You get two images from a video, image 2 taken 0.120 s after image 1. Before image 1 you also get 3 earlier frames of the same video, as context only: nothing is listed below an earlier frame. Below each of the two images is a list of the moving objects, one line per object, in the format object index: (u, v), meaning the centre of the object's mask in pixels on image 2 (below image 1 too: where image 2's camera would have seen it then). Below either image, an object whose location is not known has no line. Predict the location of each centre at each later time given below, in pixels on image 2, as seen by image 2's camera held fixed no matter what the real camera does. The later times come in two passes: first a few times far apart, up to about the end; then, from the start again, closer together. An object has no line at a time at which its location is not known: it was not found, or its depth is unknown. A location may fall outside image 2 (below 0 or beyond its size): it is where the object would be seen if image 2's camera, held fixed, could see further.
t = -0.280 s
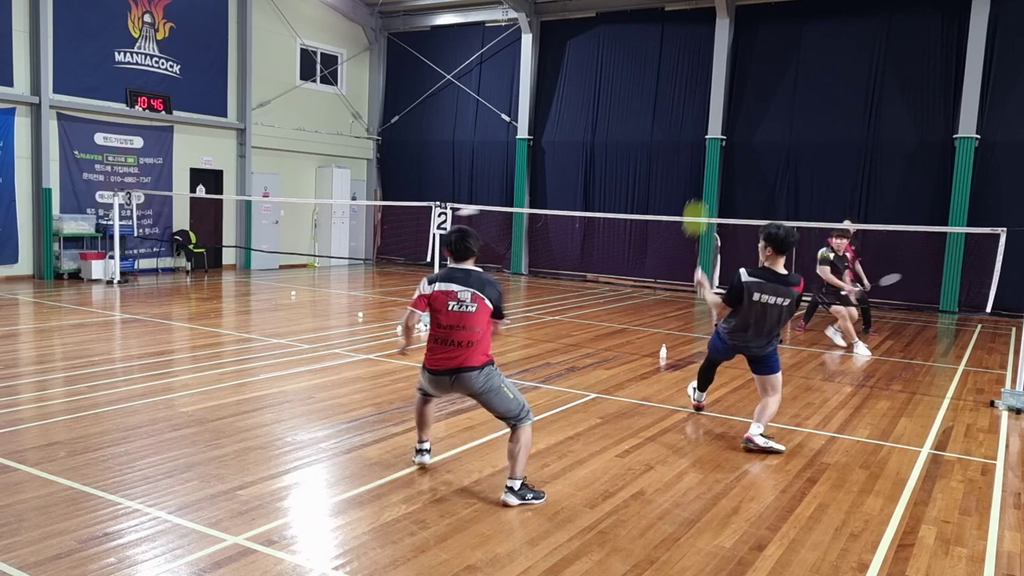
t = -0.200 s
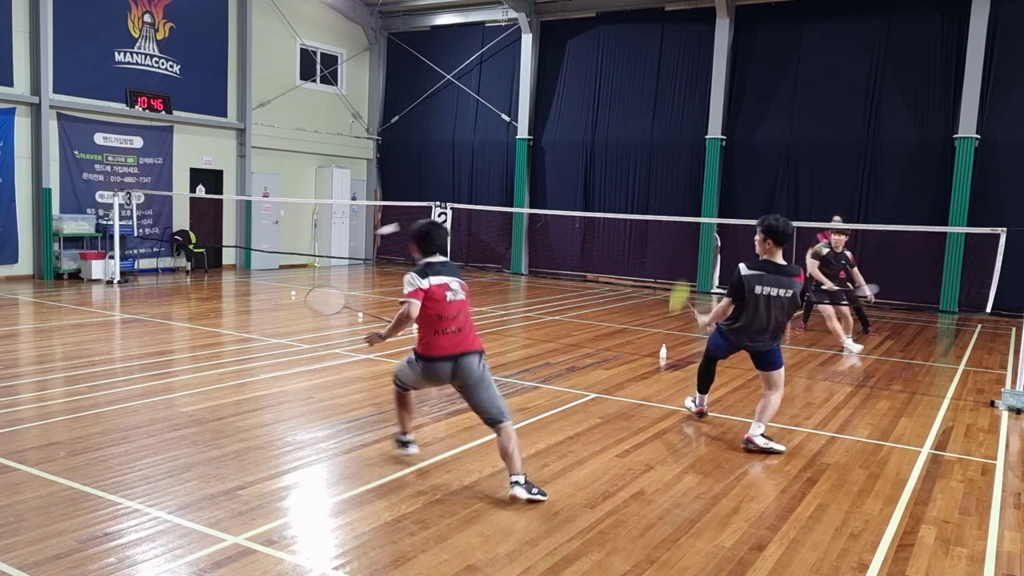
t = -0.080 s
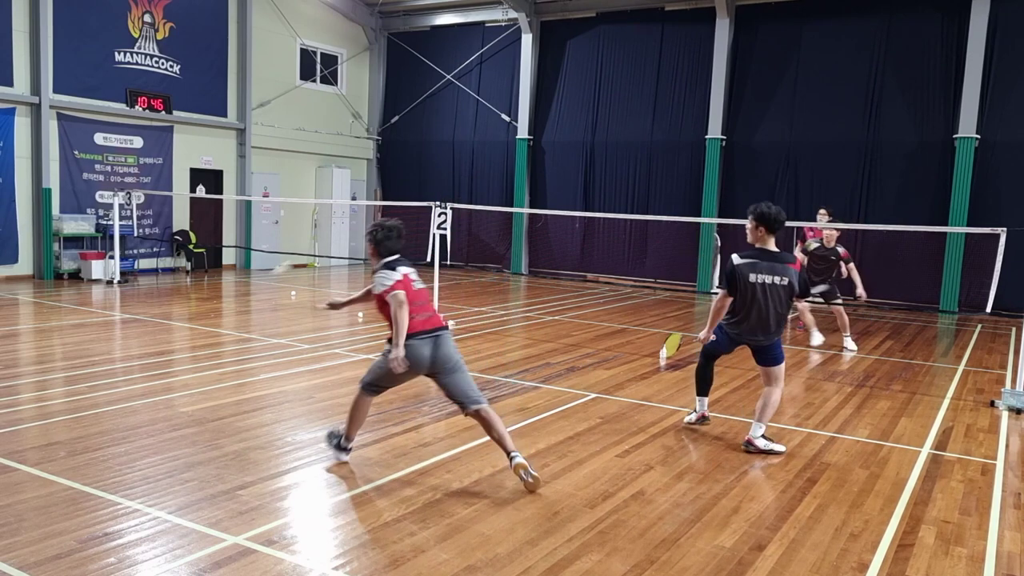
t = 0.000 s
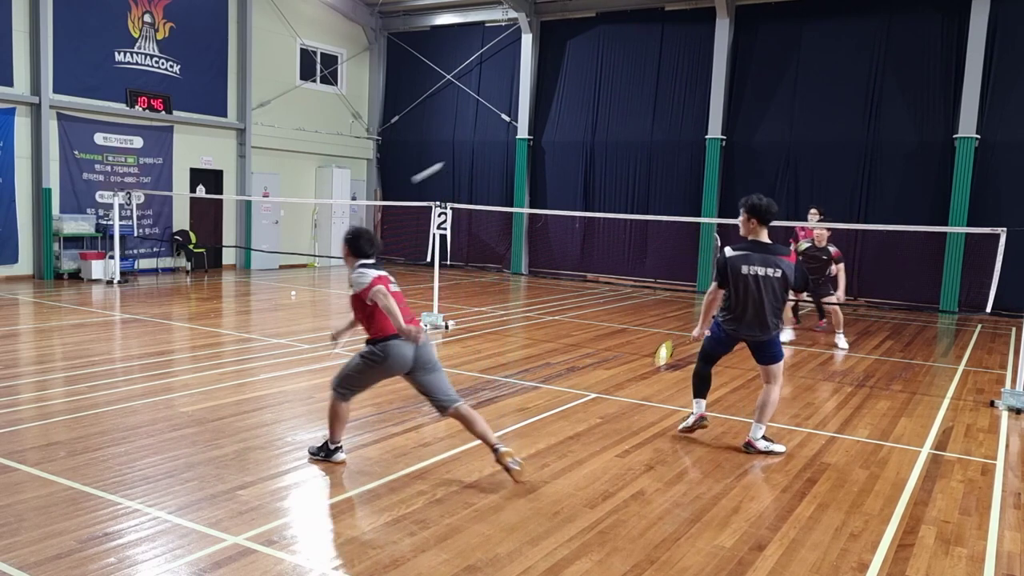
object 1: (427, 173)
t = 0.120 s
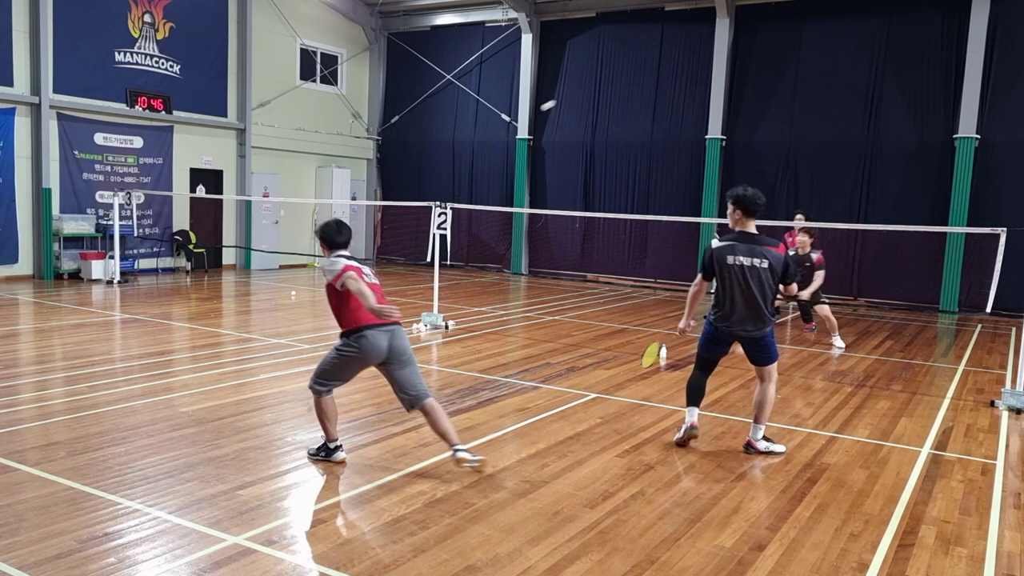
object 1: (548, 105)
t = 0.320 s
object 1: (632, 79)
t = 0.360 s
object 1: (641, 79)
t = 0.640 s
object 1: (691, 105)
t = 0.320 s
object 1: (632, 79)
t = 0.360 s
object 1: (641, 79)
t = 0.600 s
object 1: (687, 100)
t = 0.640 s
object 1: (691, 105)
